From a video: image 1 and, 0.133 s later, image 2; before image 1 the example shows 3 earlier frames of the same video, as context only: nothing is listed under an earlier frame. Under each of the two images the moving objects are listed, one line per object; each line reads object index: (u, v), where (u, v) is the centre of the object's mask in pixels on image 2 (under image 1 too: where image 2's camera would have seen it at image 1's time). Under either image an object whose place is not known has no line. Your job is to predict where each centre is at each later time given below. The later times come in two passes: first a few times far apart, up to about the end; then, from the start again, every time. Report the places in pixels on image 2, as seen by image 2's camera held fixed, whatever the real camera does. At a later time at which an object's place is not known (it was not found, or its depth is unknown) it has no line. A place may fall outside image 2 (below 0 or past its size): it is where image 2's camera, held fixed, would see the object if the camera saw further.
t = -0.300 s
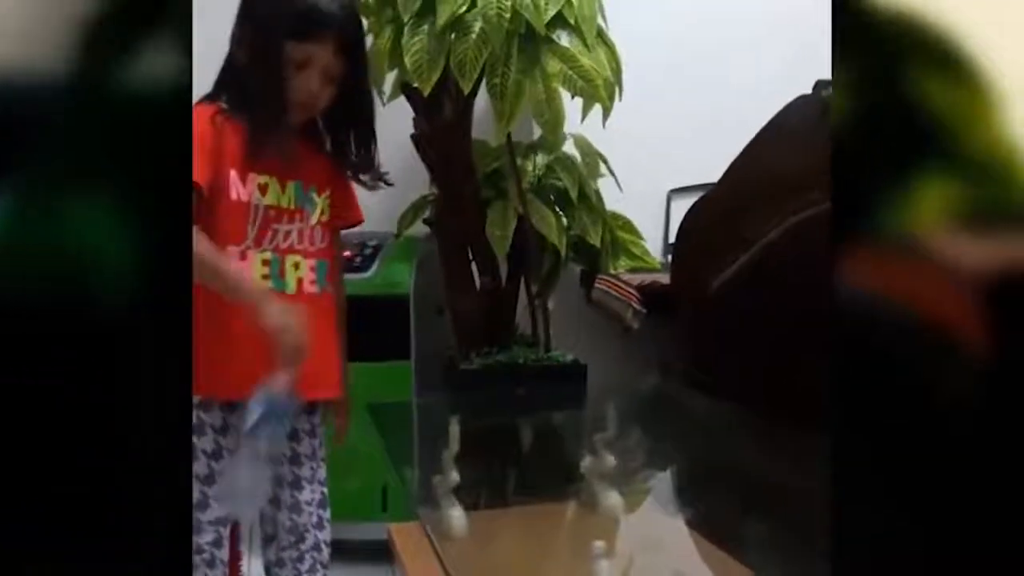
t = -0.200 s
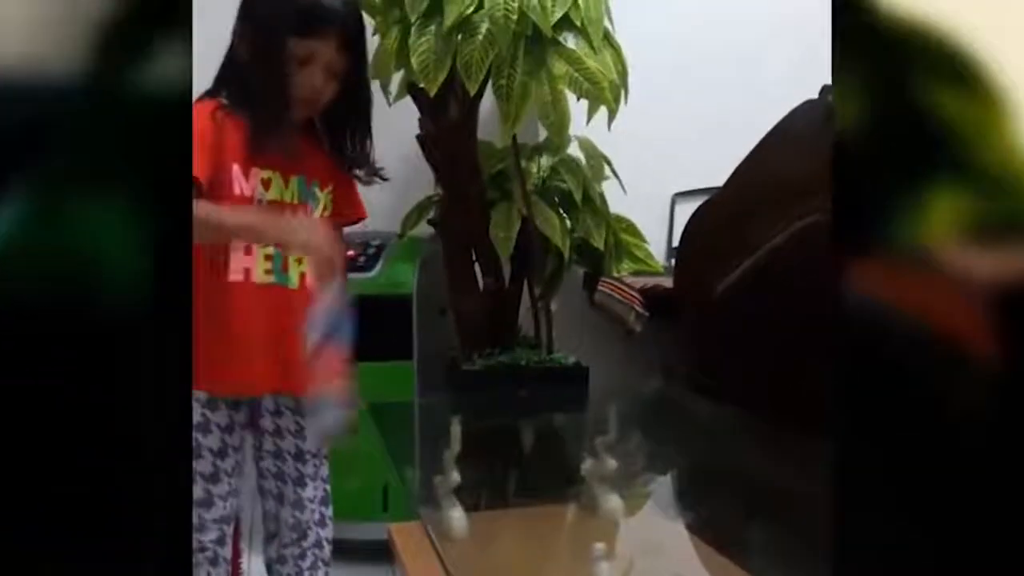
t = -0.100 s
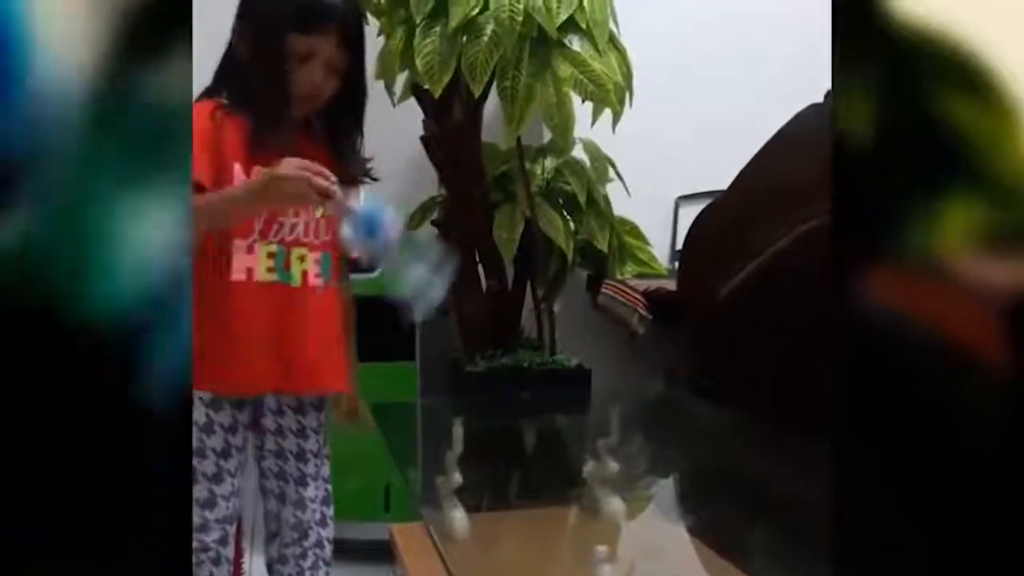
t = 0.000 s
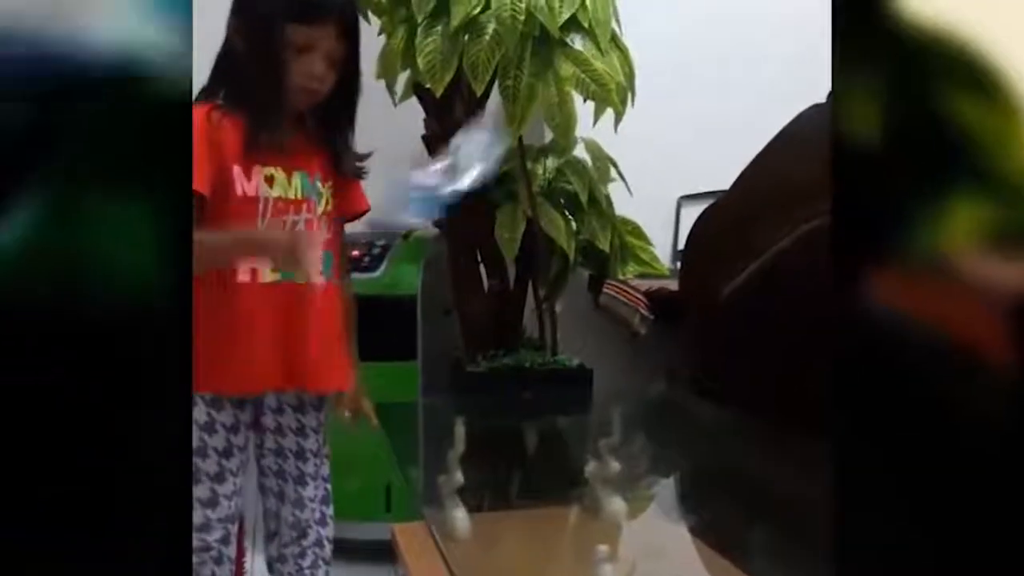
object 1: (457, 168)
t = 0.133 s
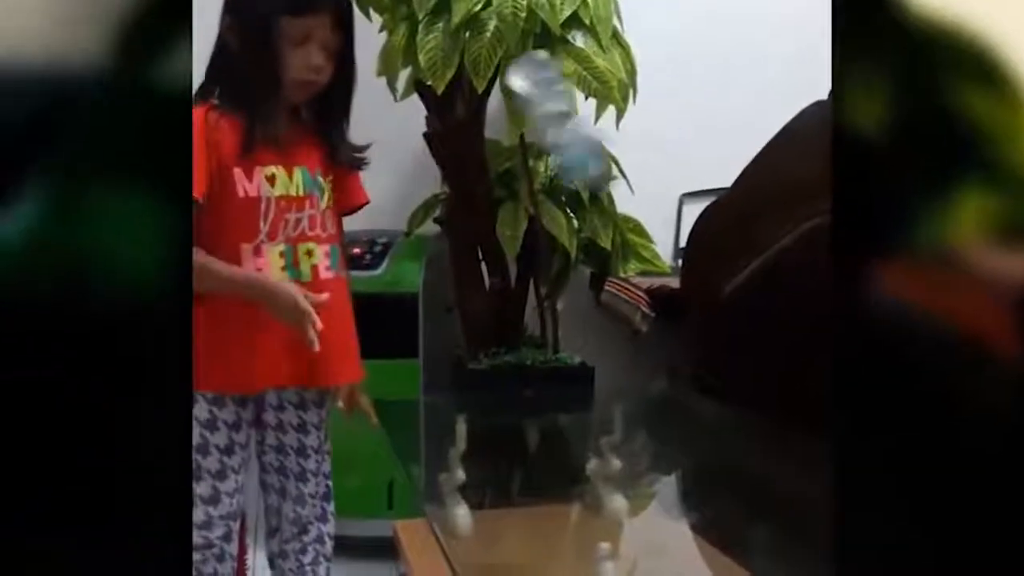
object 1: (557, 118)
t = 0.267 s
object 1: (630, 137)
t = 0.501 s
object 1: (718, 380)
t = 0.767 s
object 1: (741, 381)
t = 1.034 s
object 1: (741, 380)
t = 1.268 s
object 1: (741, 380)
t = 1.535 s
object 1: (741, 381)
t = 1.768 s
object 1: (741, 379)
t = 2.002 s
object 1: (742, 381)
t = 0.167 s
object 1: (586, 113)
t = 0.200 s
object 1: (603, 109)
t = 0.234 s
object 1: (616, 118)
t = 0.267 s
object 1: (630, 137)
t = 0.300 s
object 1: (646, 163)
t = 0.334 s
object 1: (657, 206)
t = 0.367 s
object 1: (672, 259)
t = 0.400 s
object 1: (687, 320)
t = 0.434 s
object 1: (702, 373)
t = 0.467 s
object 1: (711, 379)
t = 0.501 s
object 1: (718, 380)
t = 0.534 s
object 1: (725, 381)
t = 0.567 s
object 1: (732, 380)
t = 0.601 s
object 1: (739, 381)
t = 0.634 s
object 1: (739, 381)
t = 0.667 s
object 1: (740, 381)
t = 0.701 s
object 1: (741, 381)
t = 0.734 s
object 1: (741, 381)
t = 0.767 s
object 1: (741, 381)
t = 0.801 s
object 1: (741, 381)
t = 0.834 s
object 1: (741, 381)
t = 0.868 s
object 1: (741, 381)
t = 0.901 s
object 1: (741, 381)
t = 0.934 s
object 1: (741, 381)
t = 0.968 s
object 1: (740, 381)
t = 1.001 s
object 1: (741, 381)
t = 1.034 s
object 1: (741, 380)
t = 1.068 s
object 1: (741, 380)
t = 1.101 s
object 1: (741, 380)
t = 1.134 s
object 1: (741, 380)
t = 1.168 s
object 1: (741, 380)
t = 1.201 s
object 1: (741, 380)
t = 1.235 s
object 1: (741, 380)
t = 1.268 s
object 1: (741, 380)
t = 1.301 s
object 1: (741, 380)
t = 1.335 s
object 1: (740, 380)
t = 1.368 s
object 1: (741, 380)
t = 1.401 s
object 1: (741, 380)
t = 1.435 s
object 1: (741, 380)
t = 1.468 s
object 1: (741, 380)
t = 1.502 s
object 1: (741, 381)
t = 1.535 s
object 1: (741, 381)
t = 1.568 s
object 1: (741, 381)
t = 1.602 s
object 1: (741, 381)
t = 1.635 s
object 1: (741, 381)
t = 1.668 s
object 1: (740, 380)
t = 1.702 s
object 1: (740, 380)
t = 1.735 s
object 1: (741, 379)
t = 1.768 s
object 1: (741, 379)
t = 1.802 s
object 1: (741, 380)
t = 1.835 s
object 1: (741, 381)
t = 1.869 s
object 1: (742, 380)
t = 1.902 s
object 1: (742, 381)
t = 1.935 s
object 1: (743, 379)
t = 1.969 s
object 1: (742, 380)
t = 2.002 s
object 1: (742, 381)
